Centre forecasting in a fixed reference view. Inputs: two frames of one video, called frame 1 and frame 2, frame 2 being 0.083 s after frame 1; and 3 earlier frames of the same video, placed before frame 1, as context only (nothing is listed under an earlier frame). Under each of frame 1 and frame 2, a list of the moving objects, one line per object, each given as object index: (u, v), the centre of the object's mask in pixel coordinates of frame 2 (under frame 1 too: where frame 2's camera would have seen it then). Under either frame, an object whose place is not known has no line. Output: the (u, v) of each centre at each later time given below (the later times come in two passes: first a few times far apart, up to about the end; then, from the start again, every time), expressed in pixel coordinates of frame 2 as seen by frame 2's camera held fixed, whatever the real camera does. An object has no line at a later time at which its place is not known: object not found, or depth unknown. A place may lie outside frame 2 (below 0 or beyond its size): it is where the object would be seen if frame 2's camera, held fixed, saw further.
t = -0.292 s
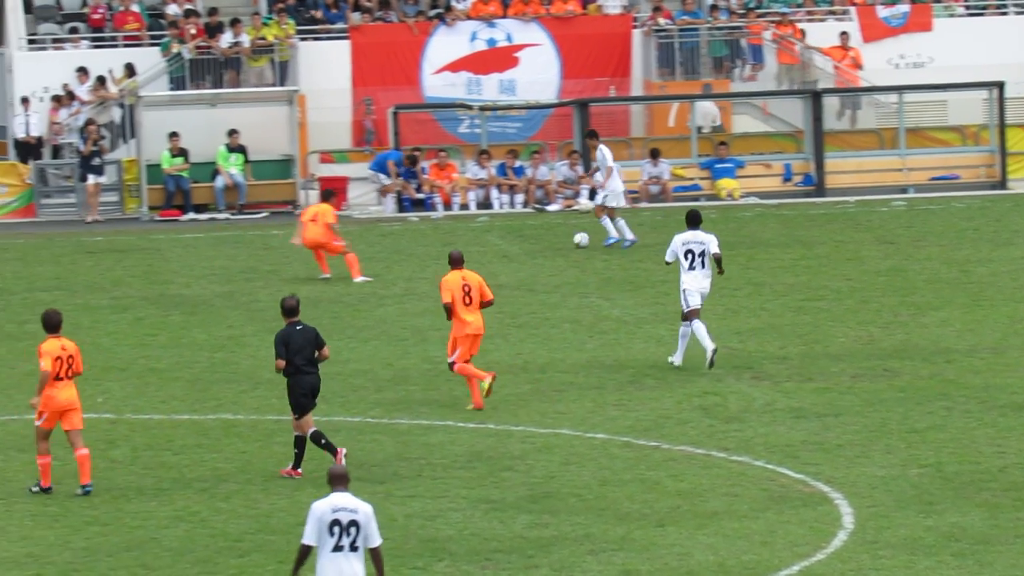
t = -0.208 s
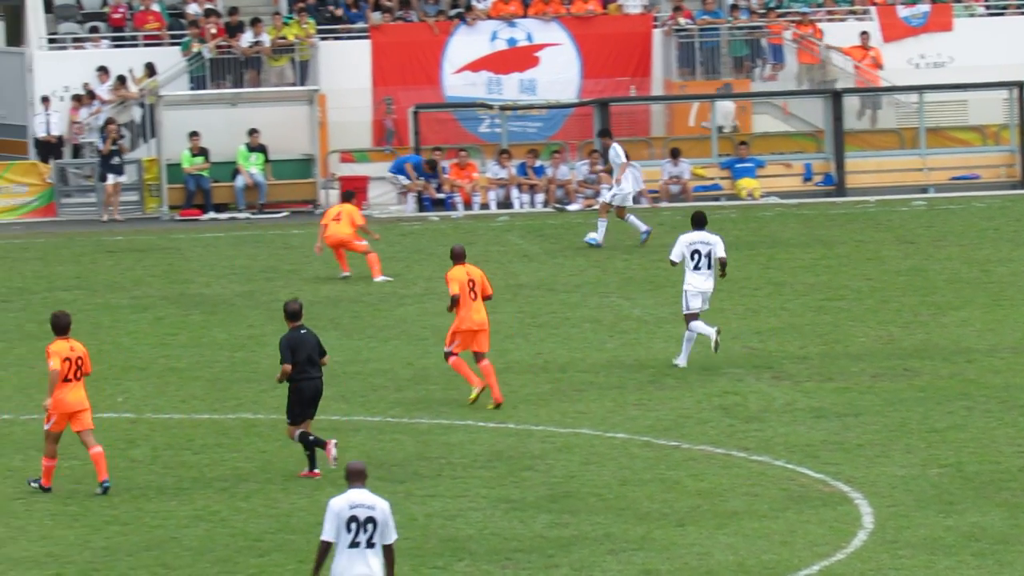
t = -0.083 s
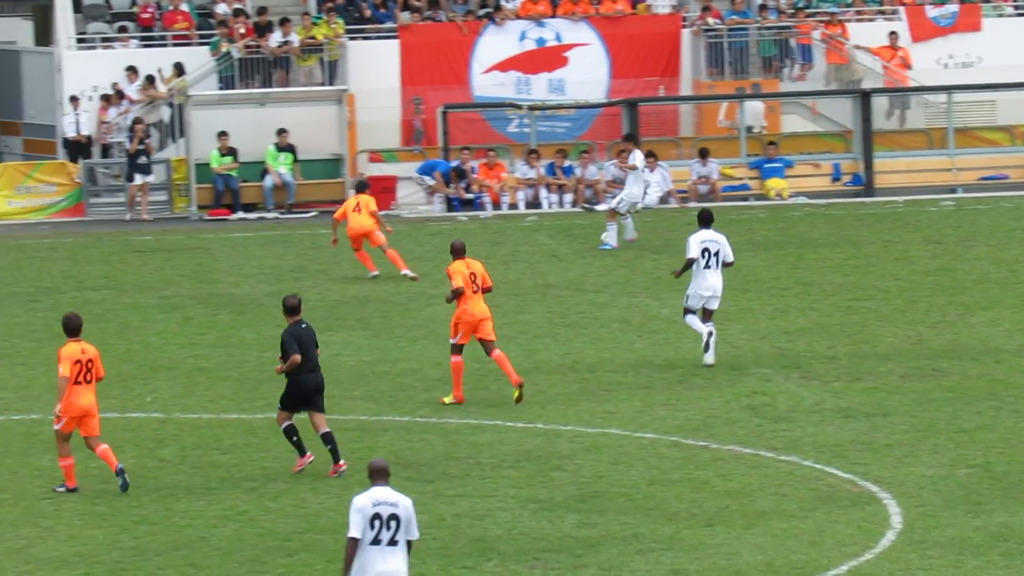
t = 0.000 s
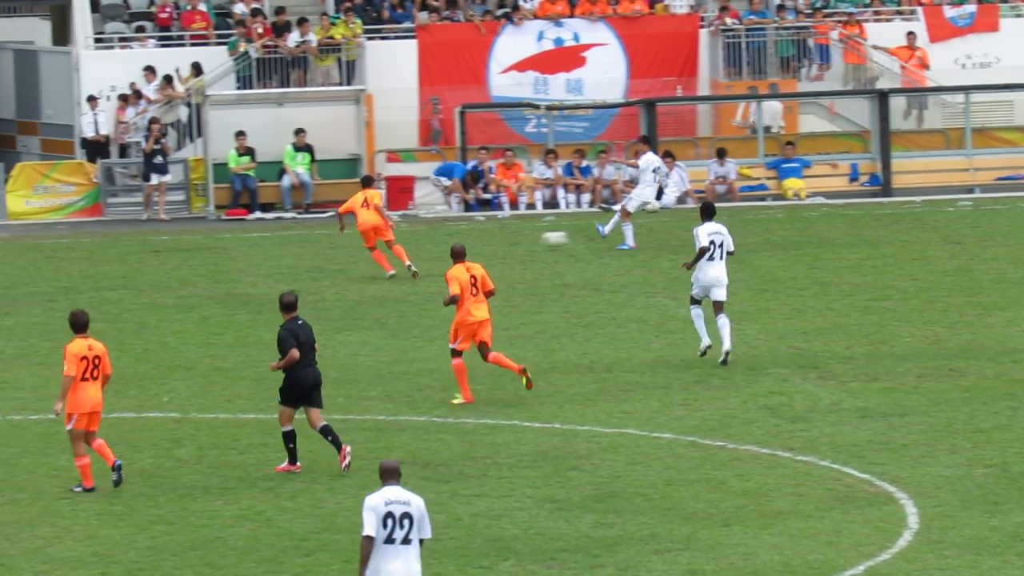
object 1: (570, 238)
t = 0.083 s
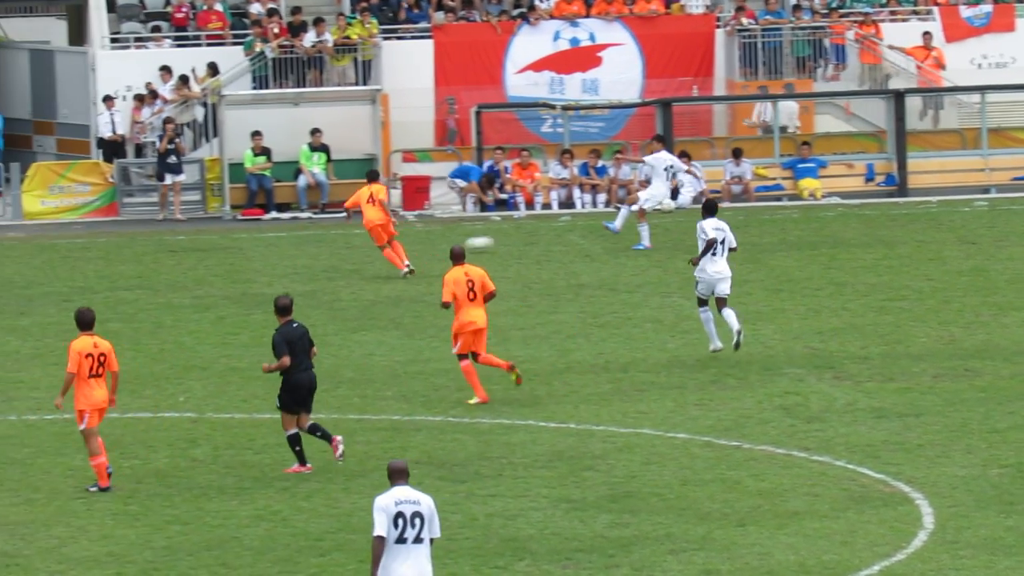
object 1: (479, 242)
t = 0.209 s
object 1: (353, 245)
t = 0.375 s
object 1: (196, 247)
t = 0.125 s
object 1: (432, 247)
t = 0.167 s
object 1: (395, 246)
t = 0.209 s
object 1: (353, 245)
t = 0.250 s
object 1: (314, 244)
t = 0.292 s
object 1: (275, 245)
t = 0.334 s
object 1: (235, 249)
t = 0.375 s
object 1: (196, 247)
